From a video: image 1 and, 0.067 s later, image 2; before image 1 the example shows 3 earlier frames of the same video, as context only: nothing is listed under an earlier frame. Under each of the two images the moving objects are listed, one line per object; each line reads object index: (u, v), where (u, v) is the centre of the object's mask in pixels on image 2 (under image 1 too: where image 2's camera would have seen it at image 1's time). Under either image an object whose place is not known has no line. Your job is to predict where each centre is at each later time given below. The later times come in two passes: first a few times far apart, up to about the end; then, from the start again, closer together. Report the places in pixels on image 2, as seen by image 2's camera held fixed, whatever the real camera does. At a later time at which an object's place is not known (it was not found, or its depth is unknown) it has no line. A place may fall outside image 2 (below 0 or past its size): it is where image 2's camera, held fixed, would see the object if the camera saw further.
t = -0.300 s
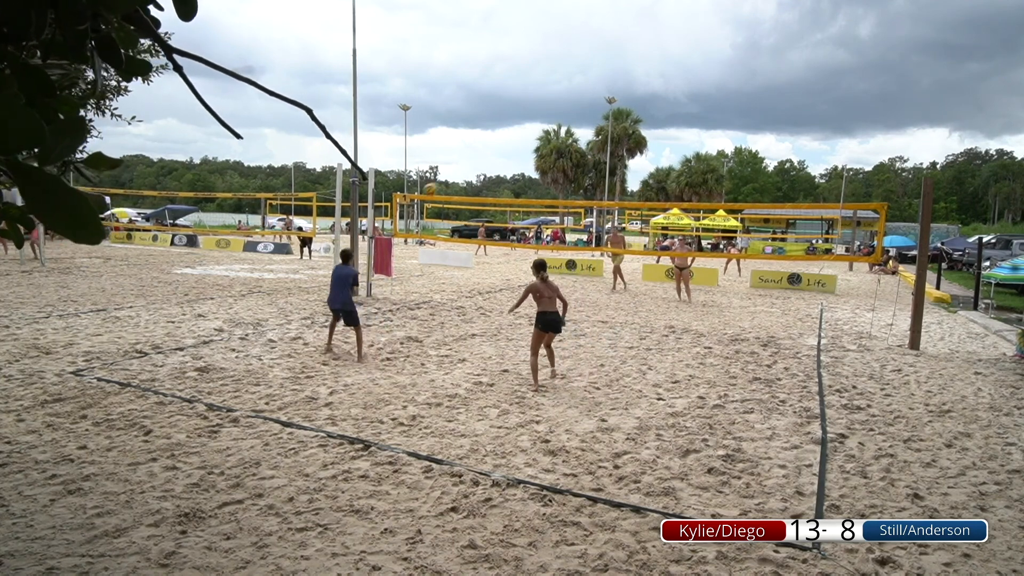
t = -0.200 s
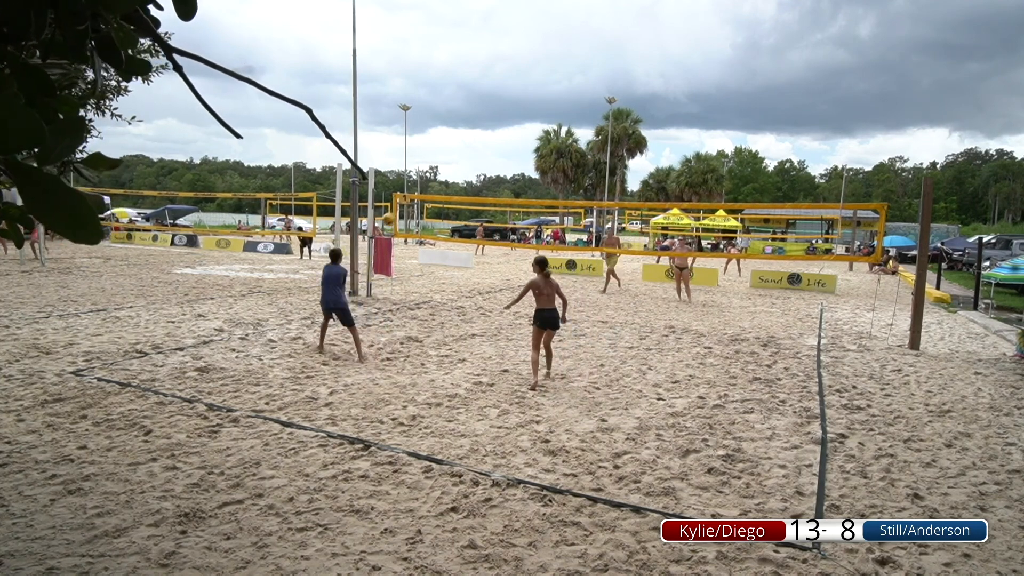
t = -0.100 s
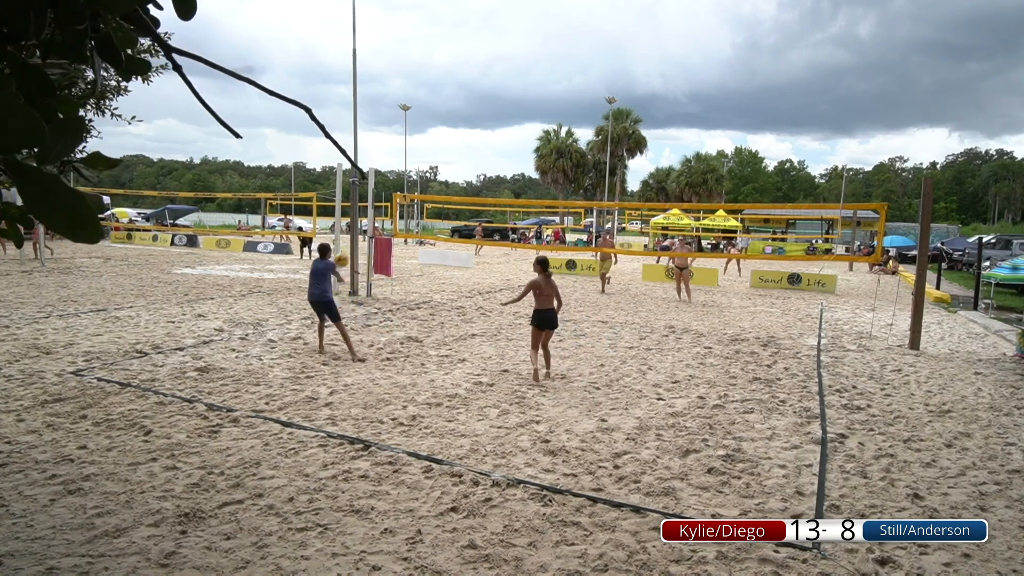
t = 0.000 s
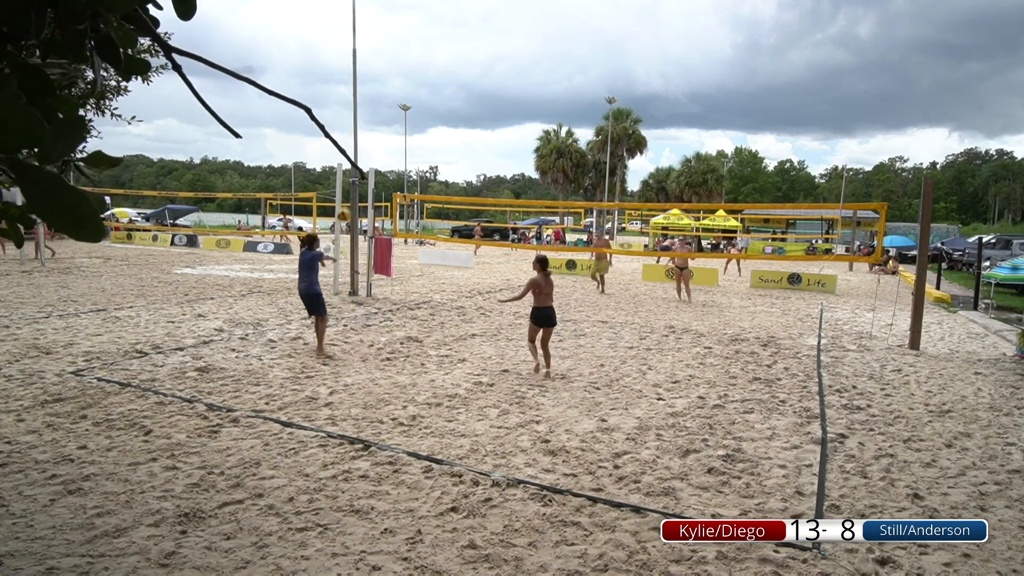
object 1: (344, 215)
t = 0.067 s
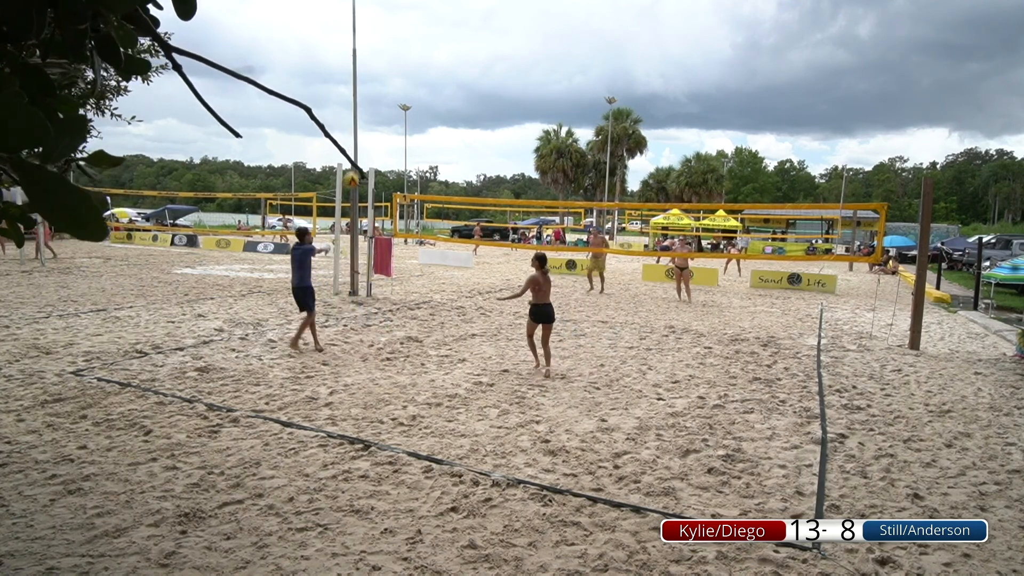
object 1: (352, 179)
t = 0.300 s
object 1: (375, 83)
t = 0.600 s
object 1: (404, 17)
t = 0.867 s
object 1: (427, 8)
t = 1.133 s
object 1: (447, 45)
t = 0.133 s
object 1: (358, 148)
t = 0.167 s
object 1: (361, 134)
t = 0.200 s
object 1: (365, 120)
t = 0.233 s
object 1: (368, 107)
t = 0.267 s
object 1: (372, 95)
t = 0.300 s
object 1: (375, 83)
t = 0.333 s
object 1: (378, 73)
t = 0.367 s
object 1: (381, 63)
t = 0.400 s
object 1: (385, 54)
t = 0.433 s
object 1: (388, 46)
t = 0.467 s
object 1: (391, 38)
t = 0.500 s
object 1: (395, 32)
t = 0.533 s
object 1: (398, 26)
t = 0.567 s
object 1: (401, 21)
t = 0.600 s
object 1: (404, 17)
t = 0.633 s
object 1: (407, 13)
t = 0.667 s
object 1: (410, 10)
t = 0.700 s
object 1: (413, 8)
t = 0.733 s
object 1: (415, 7)
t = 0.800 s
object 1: (421, 6)
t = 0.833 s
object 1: (424, 7)
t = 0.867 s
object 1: (427, 8)
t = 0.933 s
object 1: (432, 13)
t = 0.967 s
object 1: (434, 17)
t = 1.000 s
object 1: (437, 21)
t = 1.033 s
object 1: (439, 26)
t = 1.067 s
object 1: (442, 32)
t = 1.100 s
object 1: (444, 38)
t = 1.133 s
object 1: (447, 45)
